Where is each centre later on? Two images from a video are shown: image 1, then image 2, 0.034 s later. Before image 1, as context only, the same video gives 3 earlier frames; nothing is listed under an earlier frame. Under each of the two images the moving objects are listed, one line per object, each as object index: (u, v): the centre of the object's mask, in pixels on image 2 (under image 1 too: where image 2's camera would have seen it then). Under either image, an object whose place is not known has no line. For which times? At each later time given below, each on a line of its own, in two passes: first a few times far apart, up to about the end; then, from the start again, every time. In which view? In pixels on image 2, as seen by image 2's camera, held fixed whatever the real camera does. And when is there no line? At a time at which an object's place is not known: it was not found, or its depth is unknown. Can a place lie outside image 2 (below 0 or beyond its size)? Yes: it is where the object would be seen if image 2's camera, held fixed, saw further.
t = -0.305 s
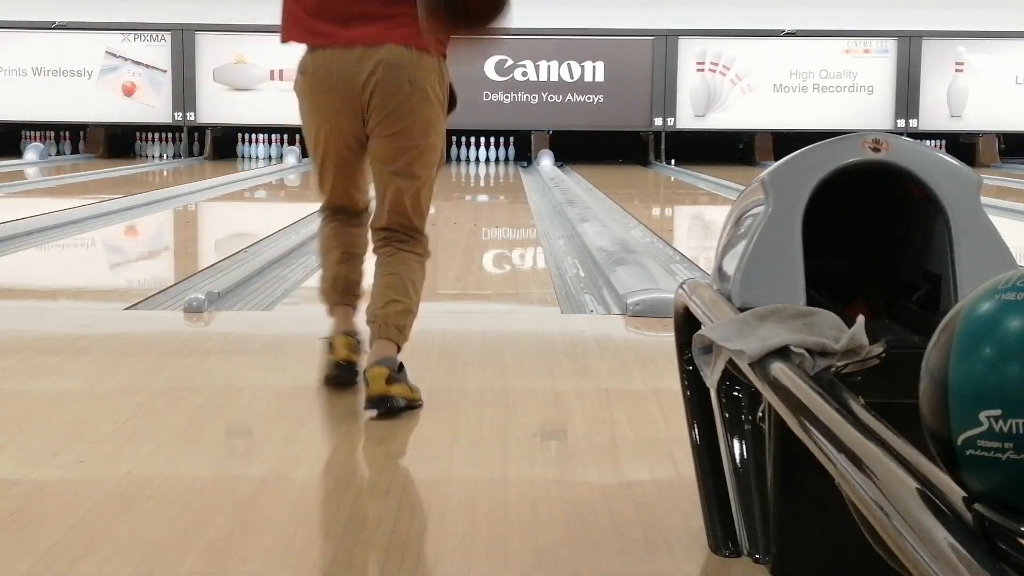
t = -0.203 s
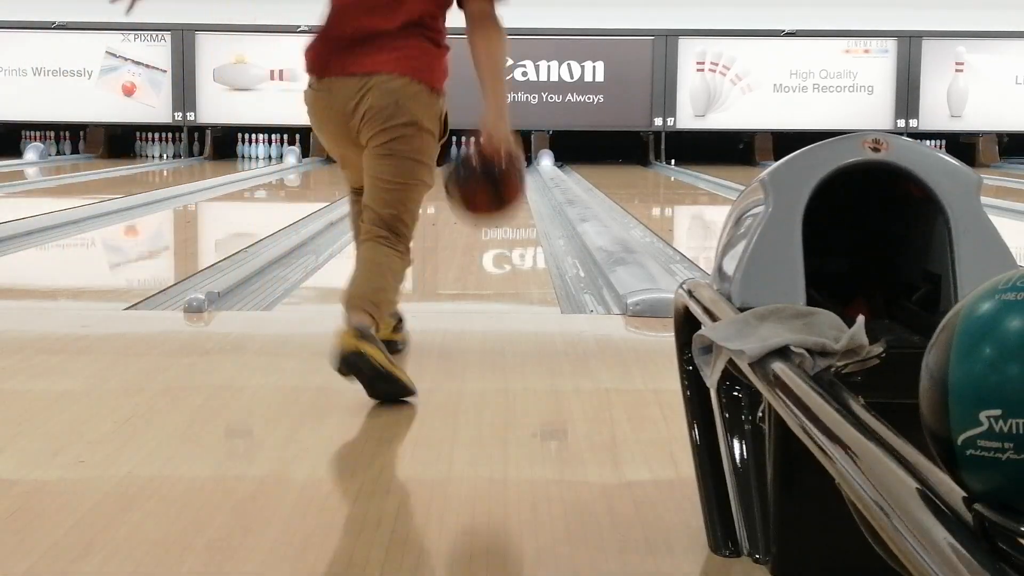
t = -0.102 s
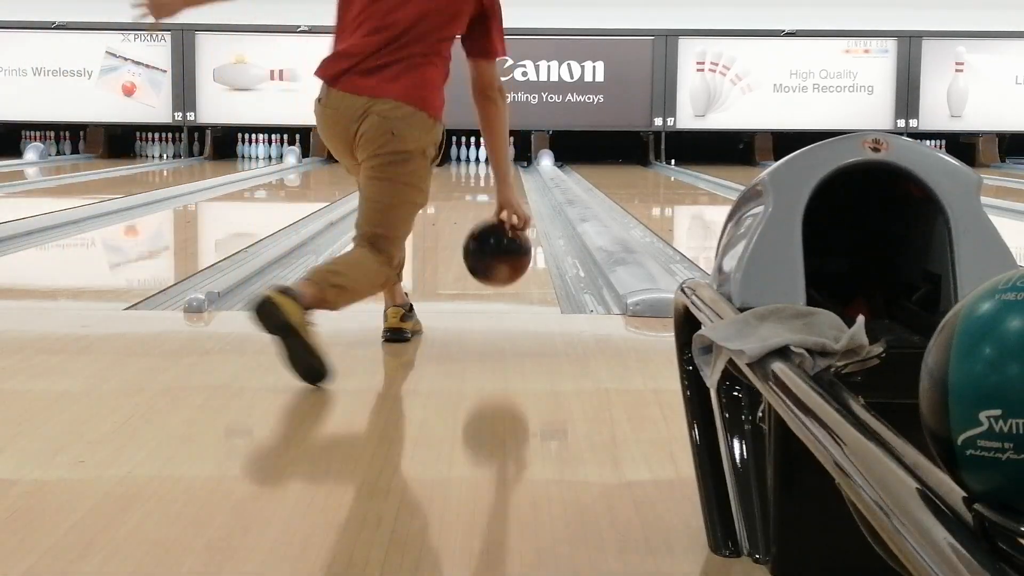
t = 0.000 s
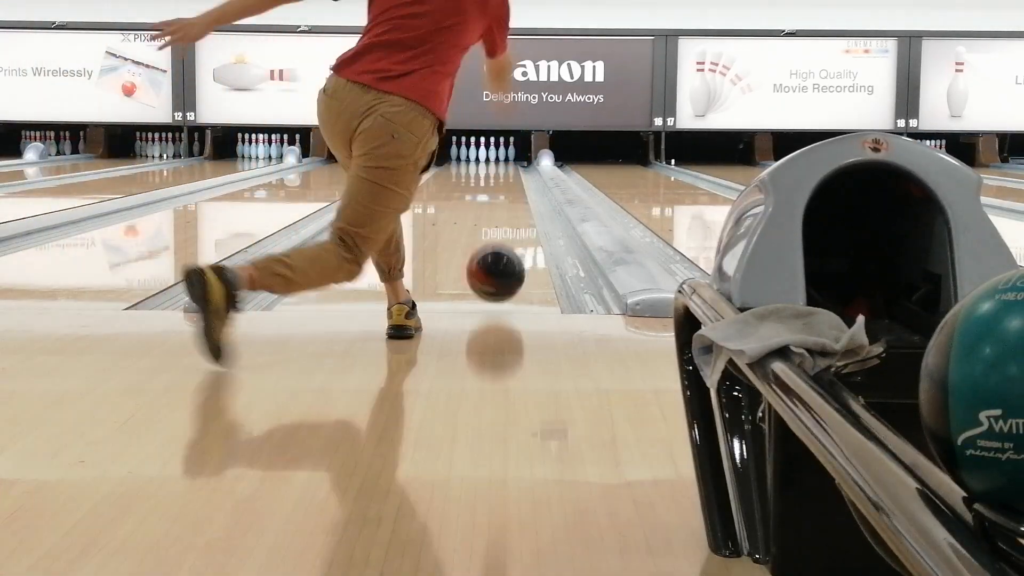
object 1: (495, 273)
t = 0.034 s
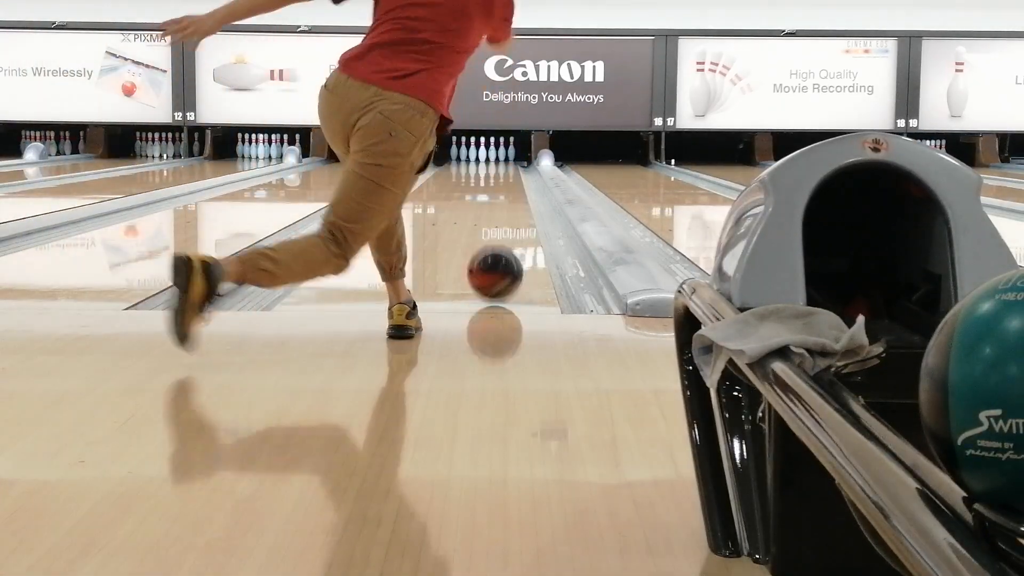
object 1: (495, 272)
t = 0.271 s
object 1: (493, 236)
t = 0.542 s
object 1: (491, 210)
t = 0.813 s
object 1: (489, 193)
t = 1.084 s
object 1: (488, 181)
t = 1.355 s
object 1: (486, 173)
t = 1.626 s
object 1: (484, 167)
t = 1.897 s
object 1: (482, 162)
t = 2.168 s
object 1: (477, 157)
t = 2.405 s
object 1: (471, 155)
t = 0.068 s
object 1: (495, 262)
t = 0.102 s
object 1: (494, 253)
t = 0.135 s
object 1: (493, 248)
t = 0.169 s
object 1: (493, 246)
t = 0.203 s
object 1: (493, 245)
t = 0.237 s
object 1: (493, 239)
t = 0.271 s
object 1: (493, 236)
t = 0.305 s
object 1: (492, 232)
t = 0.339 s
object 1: (492, 229)
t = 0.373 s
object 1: (492, 225)
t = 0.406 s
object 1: (492, 222)
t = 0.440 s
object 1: (491, 219)
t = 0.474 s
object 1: (491, 216)
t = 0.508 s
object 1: (491, 212)
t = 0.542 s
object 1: (491, 210)
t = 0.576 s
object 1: (491, 207)
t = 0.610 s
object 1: (490, 205)
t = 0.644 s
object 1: (490, 203)
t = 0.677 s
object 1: (490, 201)
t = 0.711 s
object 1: (490, 199)
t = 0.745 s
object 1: (490, 197)
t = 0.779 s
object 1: (489, 195)
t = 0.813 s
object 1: (489, 193)
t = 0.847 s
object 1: (489, 192)
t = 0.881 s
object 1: (489, 190)
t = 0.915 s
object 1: (488, 189)
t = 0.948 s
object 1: (488, 187)
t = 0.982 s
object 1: (488, 186)
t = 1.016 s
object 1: (488, 185)
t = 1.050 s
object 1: (487, 183)
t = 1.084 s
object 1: (488, 181)
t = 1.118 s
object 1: (487, 180)
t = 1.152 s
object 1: (487, 179)
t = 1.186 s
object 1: (487, 178)
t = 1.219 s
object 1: (487, 177)
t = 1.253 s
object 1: (486, 176)
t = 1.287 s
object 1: (486, 175)
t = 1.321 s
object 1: (486, 174)
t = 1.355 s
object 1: (486, 173)
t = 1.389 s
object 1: (486, 172)
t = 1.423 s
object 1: (486, 171)
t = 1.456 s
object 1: (486, 170)
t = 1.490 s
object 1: (486, 169)
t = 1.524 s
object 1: (485, 169)
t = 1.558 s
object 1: (485, 168)
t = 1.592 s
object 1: (484, 167)
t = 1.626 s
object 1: (484, 167)
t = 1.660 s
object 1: (484, 166)
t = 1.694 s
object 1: (483, 165)
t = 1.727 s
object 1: (483, 164)
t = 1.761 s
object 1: (483, 164)
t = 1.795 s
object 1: (483, 163)
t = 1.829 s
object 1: (483, 163)
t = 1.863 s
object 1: (483, 162)
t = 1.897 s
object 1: (482, 162)
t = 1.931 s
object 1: (482, 161)
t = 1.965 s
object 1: (481, 161)
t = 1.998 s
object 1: (481, 160)
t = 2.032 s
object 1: (480, 159)
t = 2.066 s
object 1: (479, 159)
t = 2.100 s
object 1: (479, 158)
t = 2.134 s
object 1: (477, 158)
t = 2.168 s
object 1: (477, 157)
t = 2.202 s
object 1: (476, 157)
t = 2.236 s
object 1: (475, 157)
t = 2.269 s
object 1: (475, 156)
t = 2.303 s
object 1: (474, 156)
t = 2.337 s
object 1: (472, 156)
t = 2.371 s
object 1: (472, 155)
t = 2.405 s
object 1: (471, 155)
